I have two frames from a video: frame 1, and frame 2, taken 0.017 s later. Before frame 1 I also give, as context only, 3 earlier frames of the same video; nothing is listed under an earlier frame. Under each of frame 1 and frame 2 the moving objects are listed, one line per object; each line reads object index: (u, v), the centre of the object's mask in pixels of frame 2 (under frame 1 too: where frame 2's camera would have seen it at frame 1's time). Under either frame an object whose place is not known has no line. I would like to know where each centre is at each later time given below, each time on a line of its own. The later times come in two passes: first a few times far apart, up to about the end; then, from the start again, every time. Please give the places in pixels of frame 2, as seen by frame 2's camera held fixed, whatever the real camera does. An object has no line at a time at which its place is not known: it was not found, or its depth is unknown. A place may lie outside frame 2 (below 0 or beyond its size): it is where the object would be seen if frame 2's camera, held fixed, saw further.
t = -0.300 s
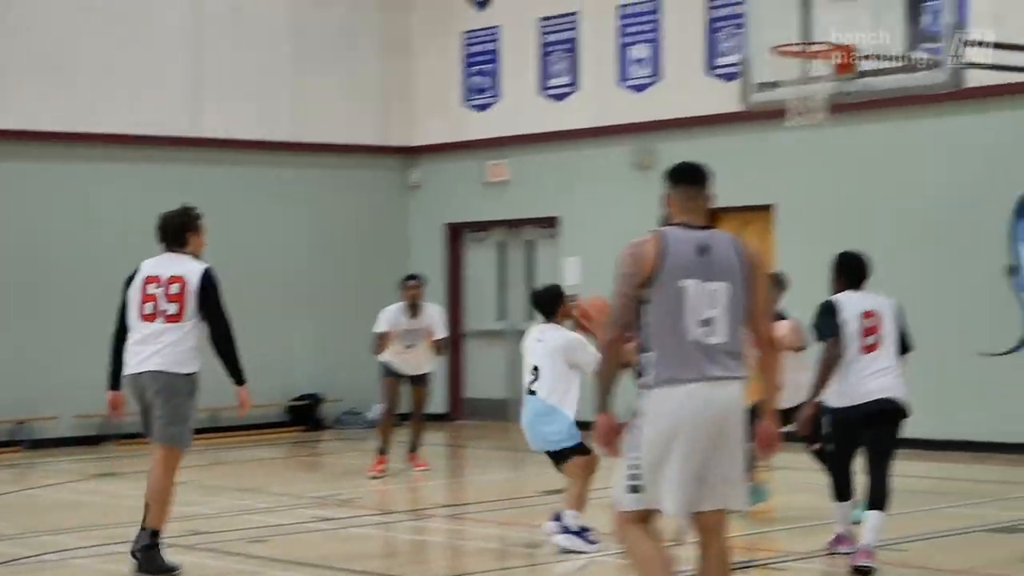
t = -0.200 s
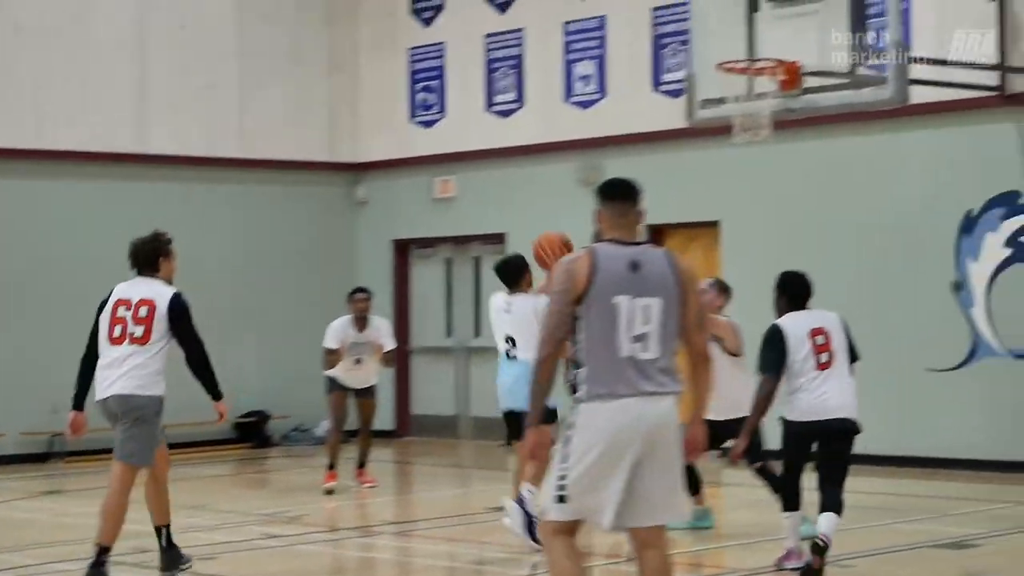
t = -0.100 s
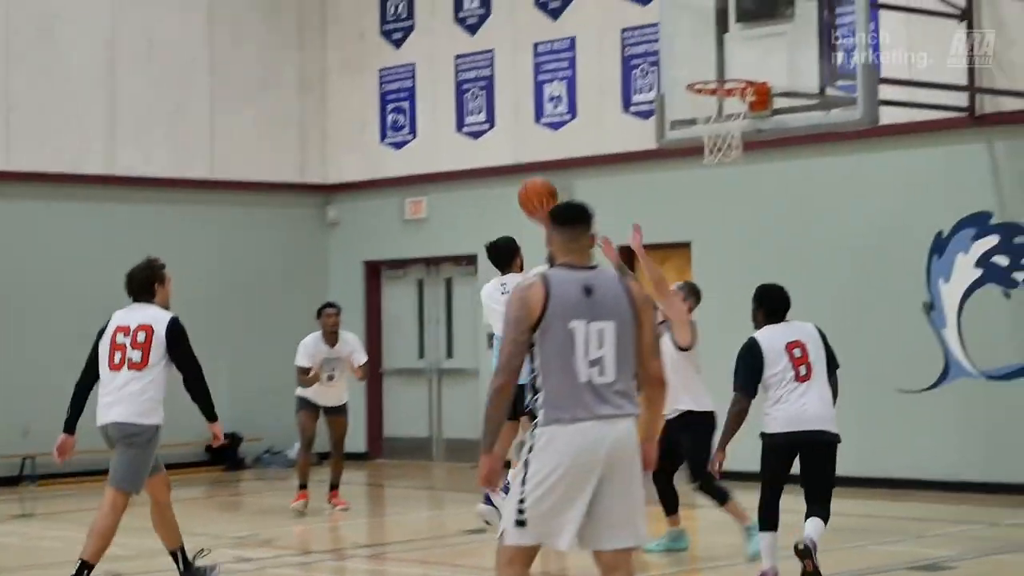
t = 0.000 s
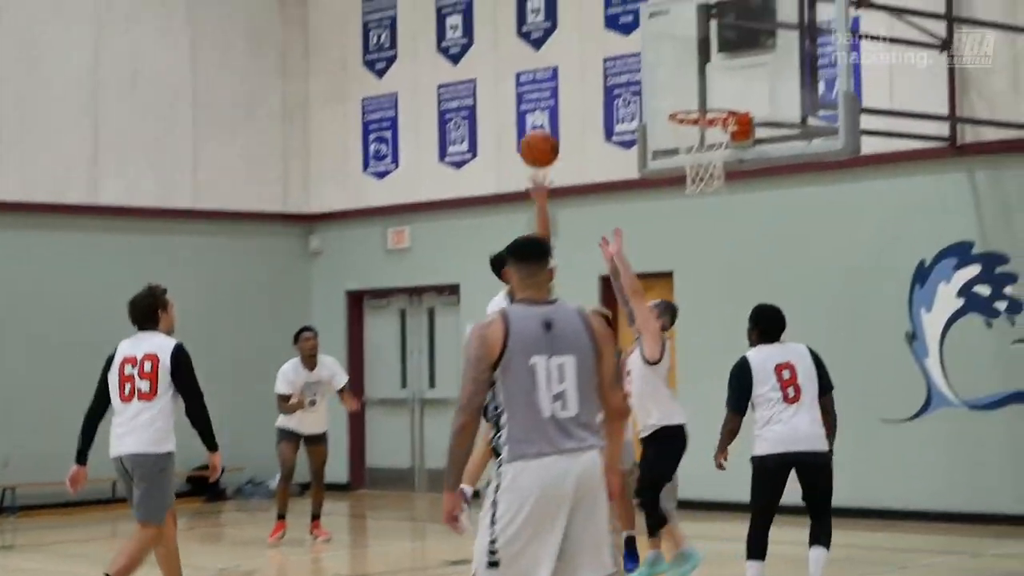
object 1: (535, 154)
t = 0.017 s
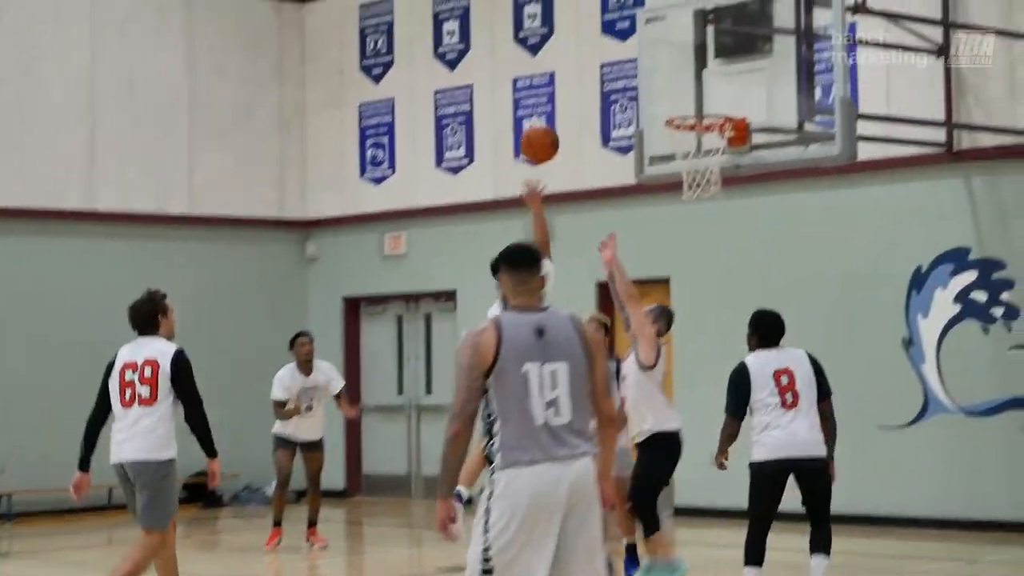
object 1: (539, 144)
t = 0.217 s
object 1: (581, 42)
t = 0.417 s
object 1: (621, 8)
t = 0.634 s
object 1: (664, 39)
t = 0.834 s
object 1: (696, 93)
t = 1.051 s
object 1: (713, 92)
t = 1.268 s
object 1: (695, 104)
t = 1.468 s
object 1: (694, 107)
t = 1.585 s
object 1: (702, 133)
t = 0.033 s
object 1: (543, 132)
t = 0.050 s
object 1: (546, 122)
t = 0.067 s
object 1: (549, 111)
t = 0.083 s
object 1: (553, 102)
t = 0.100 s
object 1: (556, 93)
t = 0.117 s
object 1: (560, 85)
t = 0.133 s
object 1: (564, 77)
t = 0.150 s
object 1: (567, 68)
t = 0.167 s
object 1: (570, 61)
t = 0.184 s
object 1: (574, 55)
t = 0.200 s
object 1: (577, 48)
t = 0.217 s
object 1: (581, 42)
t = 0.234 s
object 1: (584, 37)
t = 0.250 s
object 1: (587, 32)
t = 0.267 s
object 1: (590, 28)
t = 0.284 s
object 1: (594, 24)
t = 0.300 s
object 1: (597, 20)
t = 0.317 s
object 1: (600, 17)
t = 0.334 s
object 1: (604, 14)
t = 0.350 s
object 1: (607, 13)
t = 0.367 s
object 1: (611, 11)
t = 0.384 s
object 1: (614, 10)
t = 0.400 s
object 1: (618, 9)
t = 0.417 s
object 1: (621, 8)
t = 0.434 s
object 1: (624, 8)
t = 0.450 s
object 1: (628, 9)
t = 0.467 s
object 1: (631, 8)
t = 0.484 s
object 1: (634, 9)
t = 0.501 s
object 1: (638, 11)
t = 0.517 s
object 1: (641, 14)
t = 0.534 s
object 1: (645, 16)
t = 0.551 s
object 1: (648, 19)
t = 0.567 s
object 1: (651, 22)
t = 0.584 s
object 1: (654, 26)
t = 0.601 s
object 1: (658, 30)
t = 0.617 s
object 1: (661, 35)
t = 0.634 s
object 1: (664, 39)
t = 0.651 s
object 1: (667, 45)
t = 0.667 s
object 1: (670, 50)
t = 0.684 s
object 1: (674, 56)
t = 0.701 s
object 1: (677, 62)
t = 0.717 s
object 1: (680, 69)
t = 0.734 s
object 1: (683, 76)
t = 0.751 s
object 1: (687, 84)
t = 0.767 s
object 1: (690, 92)
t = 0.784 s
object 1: (693, 100)
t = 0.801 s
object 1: (694, 99)
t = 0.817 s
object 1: (695, 96)
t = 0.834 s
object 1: (696, 93)
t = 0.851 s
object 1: (698, 90)
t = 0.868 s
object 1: (699, 88)
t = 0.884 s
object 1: (700, 86)
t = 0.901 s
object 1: (701, 85)
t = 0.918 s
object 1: (703, 84)
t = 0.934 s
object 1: (704, 84)
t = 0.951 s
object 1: (705, 84)
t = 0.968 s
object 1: (706, 84)
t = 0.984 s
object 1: (708, 85)
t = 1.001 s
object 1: (709, 86)
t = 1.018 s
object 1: (711, 87)
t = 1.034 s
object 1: (712, 89)
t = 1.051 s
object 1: (713, 92)
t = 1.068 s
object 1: (714, 94)
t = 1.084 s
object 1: (716, 97)
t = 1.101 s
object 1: (717, 100)
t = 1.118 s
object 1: (718, 103)
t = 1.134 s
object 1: (719, 105)
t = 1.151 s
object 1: (717, 104)
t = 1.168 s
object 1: (713, 105)
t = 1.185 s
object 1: (710, 104)
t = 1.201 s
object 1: (708, 104)
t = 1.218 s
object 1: (705, 103)
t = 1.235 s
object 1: (702, 104)
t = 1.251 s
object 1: (699, 104)
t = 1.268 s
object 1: (695, 104)
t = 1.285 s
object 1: (692, 105)
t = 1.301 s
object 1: (689, 106)
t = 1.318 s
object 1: (686, 108)
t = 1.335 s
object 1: (684, 108)
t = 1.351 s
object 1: (685, 107)
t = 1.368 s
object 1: (686, 106)
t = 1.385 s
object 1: (687, 106)
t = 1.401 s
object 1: (689, 106)
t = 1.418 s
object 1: (690, 106)
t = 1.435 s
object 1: (691, 106)
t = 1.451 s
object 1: (692, 107)
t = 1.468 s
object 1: (694, 107)
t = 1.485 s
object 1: (695, 108)
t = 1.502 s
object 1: (696, 109)
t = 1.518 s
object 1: (700, 119)
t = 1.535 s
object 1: (698, 124)
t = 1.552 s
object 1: (699, 127)
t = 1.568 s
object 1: (701, 130)
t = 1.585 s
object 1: (702, 133)
